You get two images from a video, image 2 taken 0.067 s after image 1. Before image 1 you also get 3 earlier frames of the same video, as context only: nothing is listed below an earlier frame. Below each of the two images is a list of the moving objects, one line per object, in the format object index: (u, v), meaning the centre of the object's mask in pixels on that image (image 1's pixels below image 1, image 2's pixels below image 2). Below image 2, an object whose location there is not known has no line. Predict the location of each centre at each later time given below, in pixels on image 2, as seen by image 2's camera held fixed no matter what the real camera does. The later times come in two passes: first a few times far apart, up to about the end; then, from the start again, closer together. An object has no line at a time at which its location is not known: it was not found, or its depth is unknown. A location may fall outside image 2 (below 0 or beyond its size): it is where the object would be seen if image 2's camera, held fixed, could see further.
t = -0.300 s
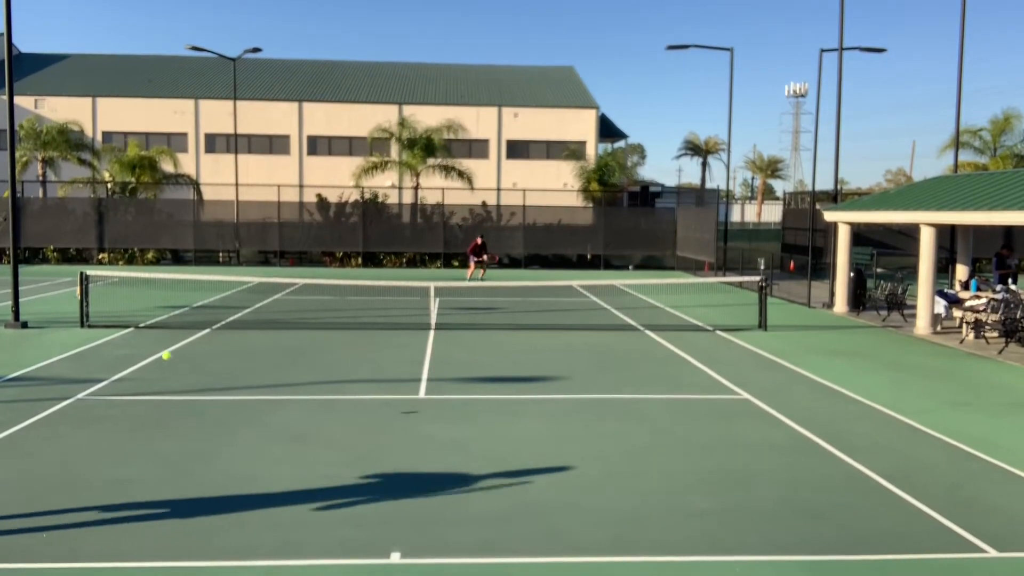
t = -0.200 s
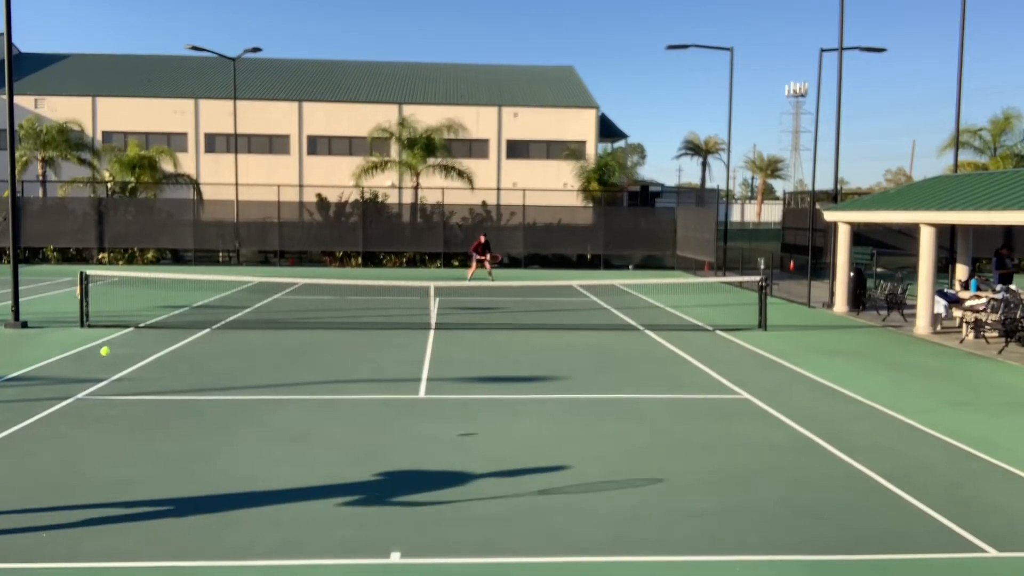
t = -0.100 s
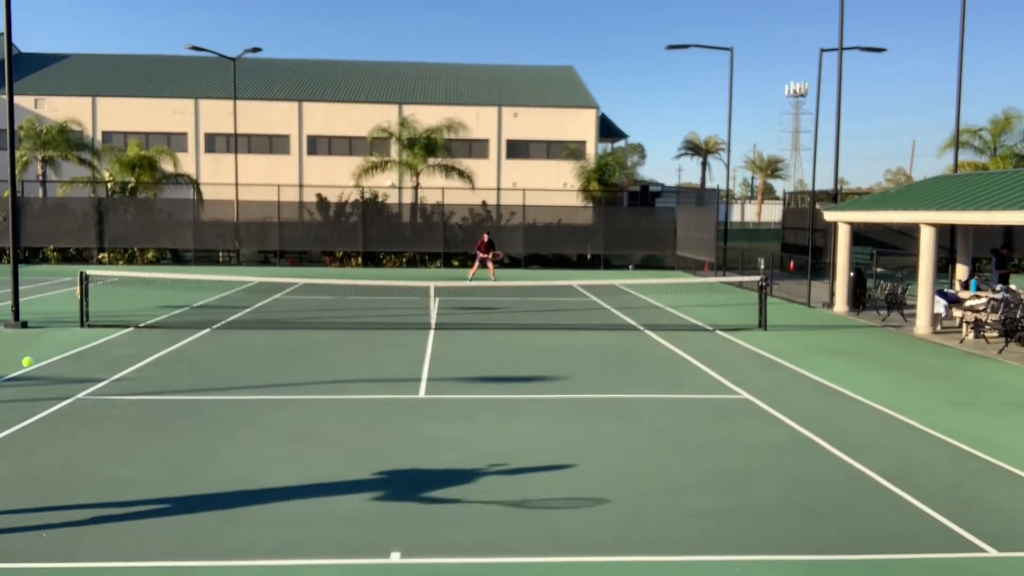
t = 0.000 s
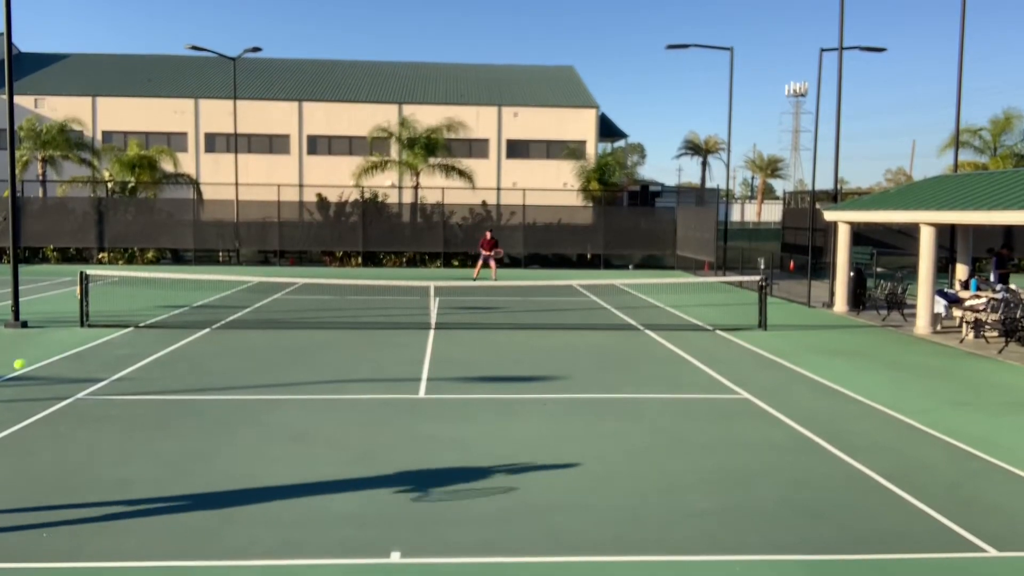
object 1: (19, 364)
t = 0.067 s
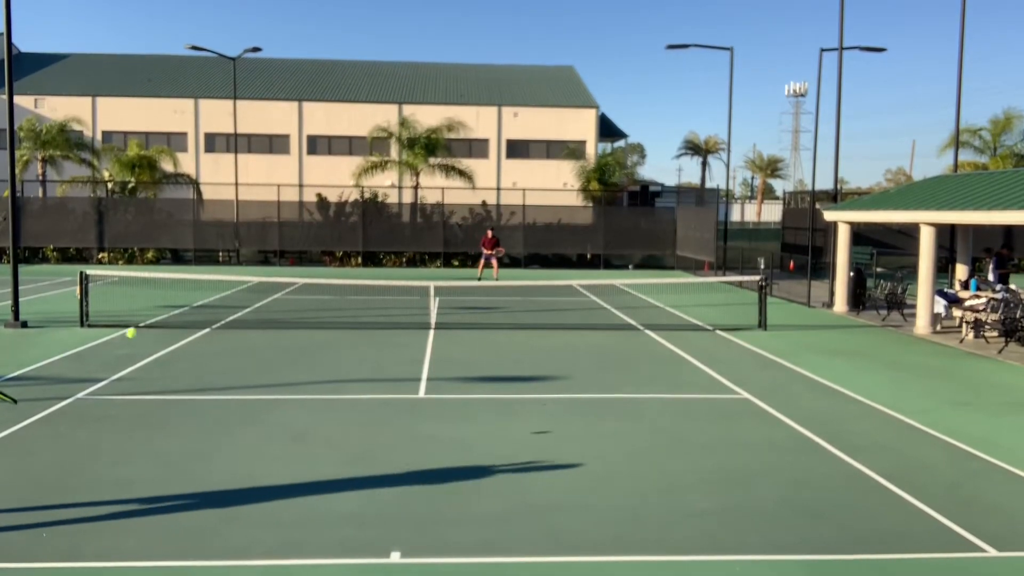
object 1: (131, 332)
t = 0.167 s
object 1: (237, 310)
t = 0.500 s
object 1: (394, 304)
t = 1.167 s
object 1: (412, 335)
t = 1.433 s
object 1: (412, 333)
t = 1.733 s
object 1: (410, 341)
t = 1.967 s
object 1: (414, 347)
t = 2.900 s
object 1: (419, 371)
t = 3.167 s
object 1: (422, 378)
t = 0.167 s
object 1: (237, 310)
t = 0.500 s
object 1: (394, 304)
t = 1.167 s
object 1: (412, 335)
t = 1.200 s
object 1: (410, 336)
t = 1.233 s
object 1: (410, 333)
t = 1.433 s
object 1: (412, 333)
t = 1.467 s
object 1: (410, 336)
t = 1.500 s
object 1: (409, 339)
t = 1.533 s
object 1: (413, 342)
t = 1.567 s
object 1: (413, 341)
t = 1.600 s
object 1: (413, 340)
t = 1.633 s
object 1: (409, 340)
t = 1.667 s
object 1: (413, 339)
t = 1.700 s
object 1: (407, 340)
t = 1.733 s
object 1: (410, 341)
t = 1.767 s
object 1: (410, 343)
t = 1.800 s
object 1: (407, 345)
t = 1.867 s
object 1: (407, 348)
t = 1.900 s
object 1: (411, 347)
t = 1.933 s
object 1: (407, 347)
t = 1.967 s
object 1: (414, 347)
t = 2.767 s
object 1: (417, 368)
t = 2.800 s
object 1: (418, 369)
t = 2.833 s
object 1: (418, 369)
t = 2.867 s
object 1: (418, 370)
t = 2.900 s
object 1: (419, 371)
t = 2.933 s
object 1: (419, 372)
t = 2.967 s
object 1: (419, 373)
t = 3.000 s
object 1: (419, 374)
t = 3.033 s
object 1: (419, 374)
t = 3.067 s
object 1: (420, 376)
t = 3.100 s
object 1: (420, 376)
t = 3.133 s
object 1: (421, 377)
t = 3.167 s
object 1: (422, 378)
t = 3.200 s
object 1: (422, 379)
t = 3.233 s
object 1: (422, 379)
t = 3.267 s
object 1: (423, 379)
